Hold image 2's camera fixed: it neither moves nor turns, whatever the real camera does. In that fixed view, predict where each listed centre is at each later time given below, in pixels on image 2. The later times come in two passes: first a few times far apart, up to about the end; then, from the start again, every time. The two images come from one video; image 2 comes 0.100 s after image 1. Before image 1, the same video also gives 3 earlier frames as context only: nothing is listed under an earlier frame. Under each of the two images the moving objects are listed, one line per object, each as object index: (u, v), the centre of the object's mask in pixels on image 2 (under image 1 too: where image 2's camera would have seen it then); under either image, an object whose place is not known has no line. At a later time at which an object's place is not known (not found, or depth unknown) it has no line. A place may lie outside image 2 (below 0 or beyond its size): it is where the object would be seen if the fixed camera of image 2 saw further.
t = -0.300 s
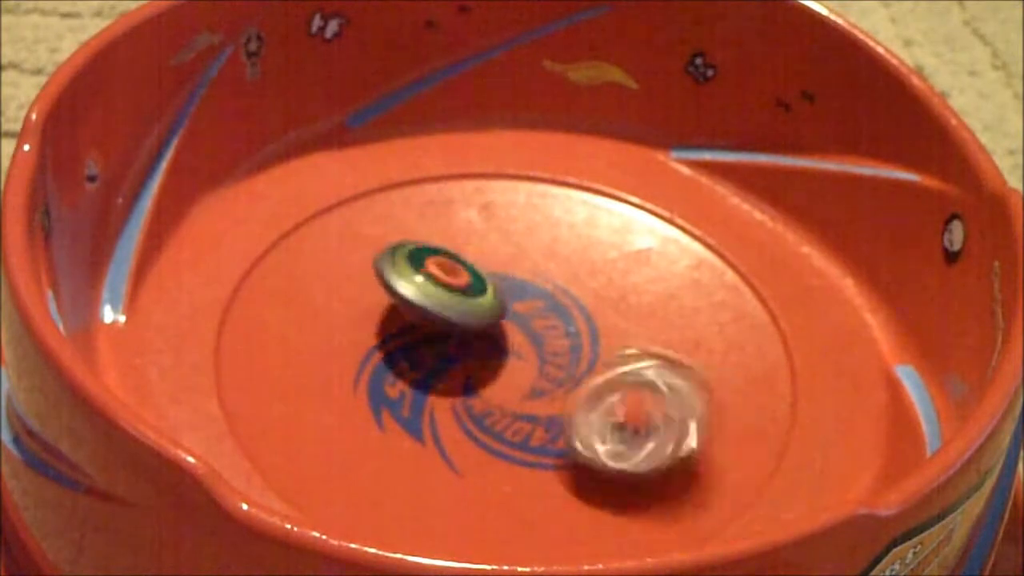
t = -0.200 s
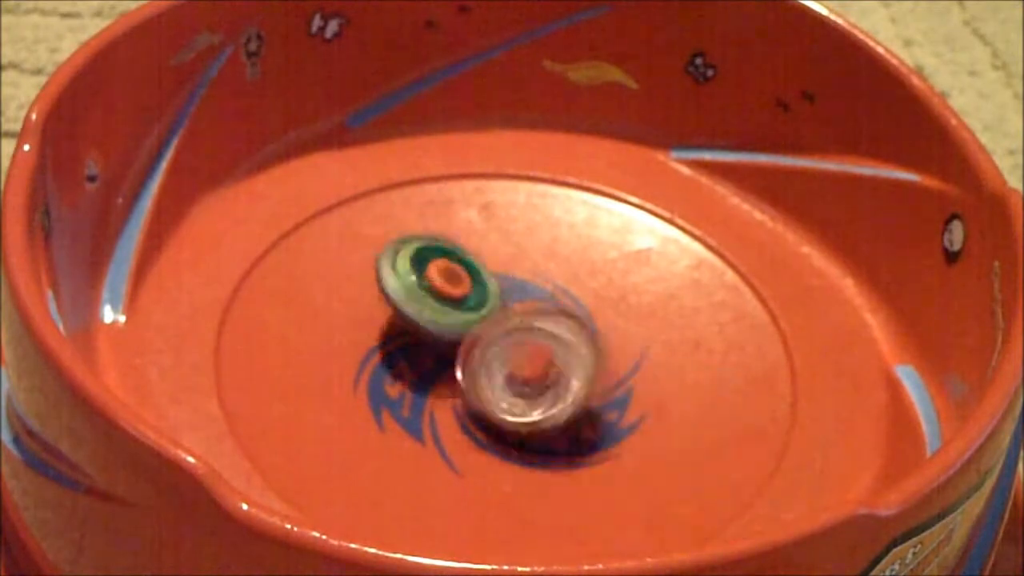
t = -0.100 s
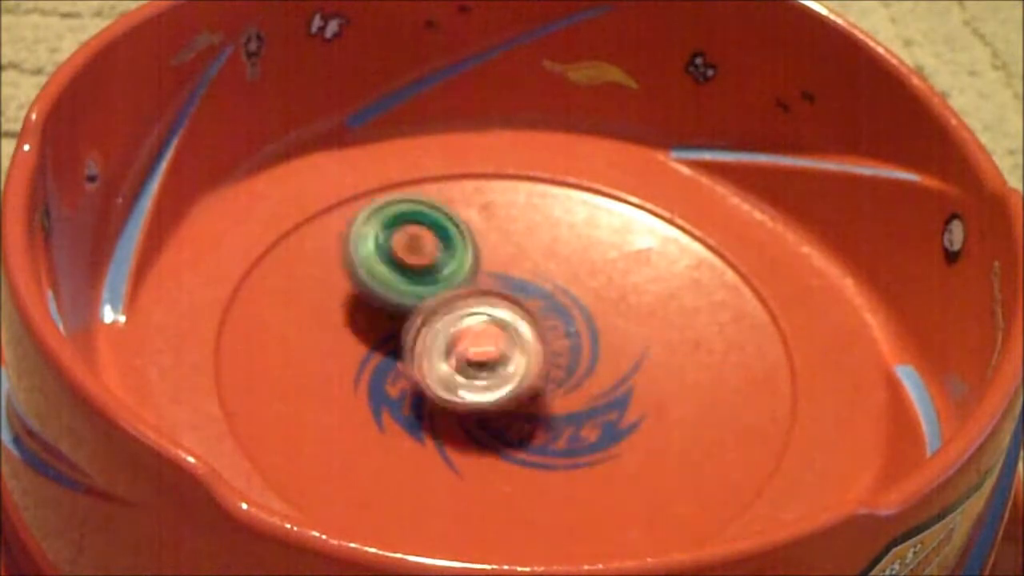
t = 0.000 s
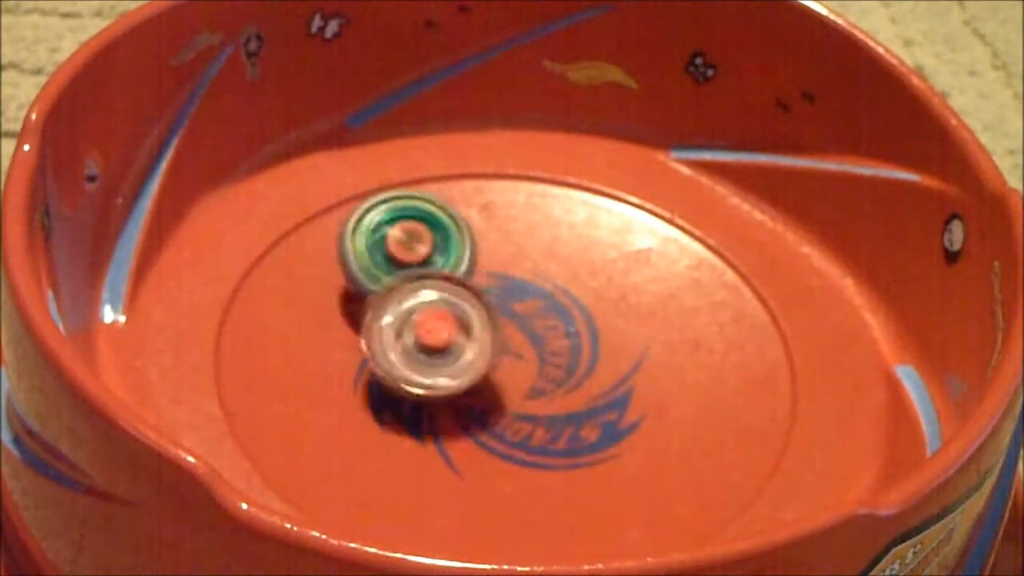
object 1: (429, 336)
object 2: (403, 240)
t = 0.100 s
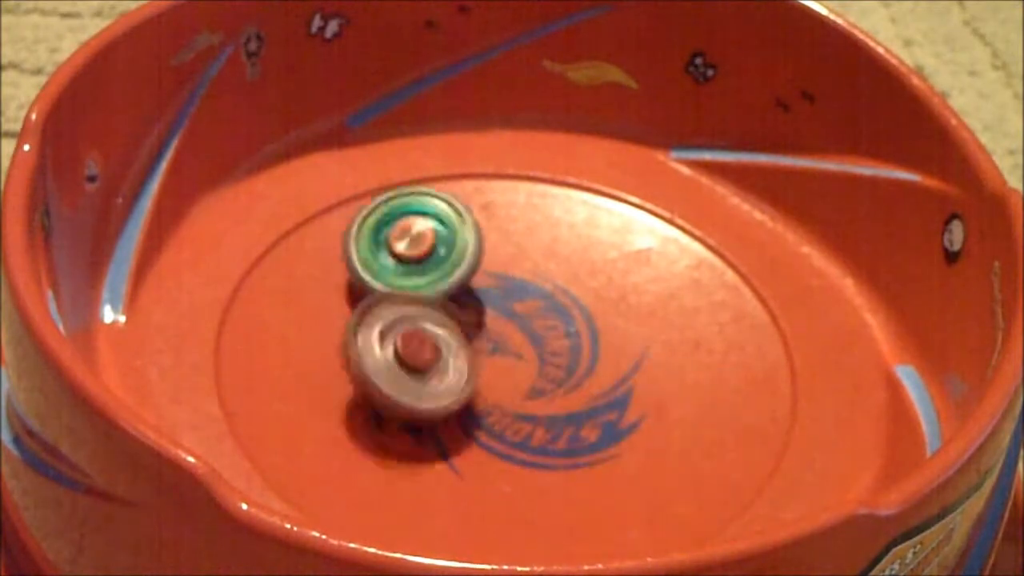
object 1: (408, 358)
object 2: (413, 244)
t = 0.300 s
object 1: (433, 393)
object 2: (418, 269)
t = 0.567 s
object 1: (567, 367)
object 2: (423, 278)
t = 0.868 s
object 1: (590, 276)
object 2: (426, 295)
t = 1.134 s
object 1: (565, 291)
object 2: (407, 304)
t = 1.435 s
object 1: (614, 356)
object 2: (411, 309)
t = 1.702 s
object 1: (582, 339)
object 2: (412, 319)
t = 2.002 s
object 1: (559, 343)
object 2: (386, 320)
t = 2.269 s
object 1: (546, 355)
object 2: (390, 330)
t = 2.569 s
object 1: (550, 358)
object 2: (396, 346)
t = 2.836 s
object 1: (587, 366)
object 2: (403, 353)
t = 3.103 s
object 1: (541, 336)
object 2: (414, 365)
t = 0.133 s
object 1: (406, 362)
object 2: (415, 250)
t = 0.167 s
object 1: (406, 370)
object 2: (416, 254)
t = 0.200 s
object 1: (413, 376)
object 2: (416, 260)
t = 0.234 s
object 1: (417, 379)
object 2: (417, 264)
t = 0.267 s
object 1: (425, 386)
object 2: (417, 267)
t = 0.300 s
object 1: (433, 393)
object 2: (418, 269)
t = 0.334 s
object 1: (444, 389)
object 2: (417, 271)
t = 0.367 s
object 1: (459, 393)
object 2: (418, 271)
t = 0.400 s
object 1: (478, 393)
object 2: (419, 273)
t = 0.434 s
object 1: (491, 393)
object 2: (419, 273)
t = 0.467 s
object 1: (513, 389)
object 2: (420, 275)
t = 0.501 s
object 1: (528, 383)
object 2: (421, 276)
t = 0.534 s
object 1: (548, 374)
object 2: (423, 277)
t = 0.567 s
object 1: (567, 367)
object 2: (423, 278)
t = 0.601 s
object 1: (578, 360)
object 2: (424, 280)
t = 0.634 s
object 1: (590, 348)
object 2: (423, 281)
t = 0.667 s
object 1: (599, 332)
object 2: (425, 284)
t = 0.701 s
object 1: (607, 318)
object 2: (425, 286)
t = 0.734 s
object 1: (609, 307)
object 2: (425, 288)
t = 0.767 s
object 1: (607, 297)
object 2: (425, 289)
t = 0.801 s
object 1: (601, 290)
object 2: (425, 291)
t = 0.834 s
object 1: (594, 283)
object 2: (425, 294)
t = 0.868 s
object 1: (590, 276)
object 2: (426, 295)
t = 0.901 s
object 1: (578, 276)
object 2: (426, 297)
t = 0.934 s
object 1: (566, 273)
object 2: (425, 298)
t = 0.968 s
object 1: (563, 270)
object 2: (418, 299)
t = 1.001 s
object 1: (565, 272)
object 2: (410, 301)
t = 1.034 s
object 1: (563, 273)
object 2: (406, 302)
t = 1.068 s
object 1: (561, 276)
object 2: (405, 301)
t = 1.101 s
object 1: (562, 281)
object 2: (407, 302)
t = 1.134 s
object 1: (565, 291)
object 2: (407, 304)
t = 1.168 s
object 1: (567, 298)
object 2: (407, 305)
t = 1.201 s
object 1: (573, 307)
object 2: (406, 305)
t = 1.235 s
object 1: (577, 317)
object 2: (408, 305)
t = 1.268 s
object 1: (582, 323)
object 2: (408, 305)
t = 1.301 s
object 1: (589, 335)
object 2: (408, 306)
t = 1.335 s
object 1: (594, 345)
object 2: (409, 306)
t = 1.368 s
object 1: (602, 347)
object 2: (408, 307)
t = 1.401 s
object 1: (612, 353)
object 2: (411, 308)
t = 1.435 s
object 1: (614, 356)
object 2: (411, 309)
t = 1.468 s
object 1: (615, 357)
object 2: (412, 310)
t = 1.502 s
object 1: (616, 357)
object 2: (412, 311)
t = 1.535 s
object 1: (610, 355)
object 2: (412, 312)
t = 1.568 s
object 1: (603, 350)
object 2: (412, 315)
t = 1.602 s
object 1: (598, 344)
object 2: (412, 316)
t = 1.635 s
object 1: (596, 341)
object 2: (412, 317)
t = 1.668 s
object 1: (591, 341)
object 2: (411, 318)
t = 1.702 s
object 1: (582, 339)
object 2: (412, 319)
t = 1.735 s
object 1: (571, 338)
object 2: (412, 320)
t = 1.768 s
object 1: (562, 339)
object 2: (412, 321)
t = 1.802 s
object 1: (560, 341)
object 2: (404, 319)
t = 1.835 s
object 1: (567, 345)
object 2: (387, 314)
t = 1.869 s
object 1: (569, 345)
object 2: (381, 313)
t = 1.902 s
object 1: (569, 349)
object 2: (382, 311)
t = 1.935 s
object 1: (564, 346)
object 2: (385, 314)
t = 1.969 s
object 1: (563, 342)
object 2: (387, 316)
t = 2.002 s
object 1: (559, 343)
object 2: (386, 320)
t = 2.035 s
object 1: (557, 345)
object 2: (387, 321)
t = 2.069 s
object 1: (555, 344)
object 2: (387, 322)
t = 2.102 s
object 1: (555, 345)
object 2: (388, 324)
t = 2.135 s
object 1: (552, 346)
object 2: (388, 326)
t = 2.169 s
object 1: (549, 349)
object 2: (388, 328)
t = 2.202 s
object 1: (546, 351)
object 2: (389, 328)
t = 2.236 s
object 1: (545, 352)
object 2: (390, 329)
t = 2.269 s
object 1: (546, 355)
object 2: (390, 330)
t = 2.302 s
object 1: (546, 361)
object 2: (391, 332)
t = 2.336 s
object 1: (545, 360)
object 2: (392, 334)
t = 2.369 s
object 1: (546, 357)
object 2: (392, 335)
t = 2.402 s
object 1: (549, 360)
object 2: (392, 337)
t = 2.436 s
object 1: (549, 362)
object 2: (393, 338)
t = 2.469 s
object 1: (551, 361)
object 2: (394, 340)
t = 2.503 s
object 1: (548, 357)
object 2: (394, 342)
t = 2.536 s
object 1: (549, 357)
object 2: (396, 344)
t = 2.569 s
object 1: (550, 358)
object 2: (396, 346)
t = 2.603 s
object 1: (547, 359)
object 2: (398, 348)
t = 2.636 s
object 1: (548, 359)
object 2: (400, 350)
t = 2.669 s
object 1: (547, 360)
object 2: (401, 351)
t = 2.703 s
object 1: (550, 363)
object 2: (401, 352)
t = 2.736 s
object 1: (563, 367)
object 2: (395, 351)
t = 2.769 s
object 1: (571, 373)
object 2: (395, 349)
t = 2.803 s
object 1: (579, 369)
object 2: (400, 350)
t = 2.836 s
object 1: (587, 366)
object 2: (403, 353)
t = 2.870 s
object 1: (586, 364)
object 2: (405, 356)
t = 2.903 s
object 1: (582, 358)
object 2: (405, 357)
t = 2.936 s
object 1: (580, 357)
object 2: (407, 358)
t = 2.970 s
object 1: (574, 351)
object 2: (409, 361)
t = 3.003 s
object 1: (569, 347)
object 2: (411, 362)
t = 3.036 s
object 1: (562, 344)
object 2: (411, 363)
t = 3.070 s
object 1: (550, 340)
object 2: (412, 364)
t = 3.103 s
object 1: (541, 336)
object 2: (414, 365)
